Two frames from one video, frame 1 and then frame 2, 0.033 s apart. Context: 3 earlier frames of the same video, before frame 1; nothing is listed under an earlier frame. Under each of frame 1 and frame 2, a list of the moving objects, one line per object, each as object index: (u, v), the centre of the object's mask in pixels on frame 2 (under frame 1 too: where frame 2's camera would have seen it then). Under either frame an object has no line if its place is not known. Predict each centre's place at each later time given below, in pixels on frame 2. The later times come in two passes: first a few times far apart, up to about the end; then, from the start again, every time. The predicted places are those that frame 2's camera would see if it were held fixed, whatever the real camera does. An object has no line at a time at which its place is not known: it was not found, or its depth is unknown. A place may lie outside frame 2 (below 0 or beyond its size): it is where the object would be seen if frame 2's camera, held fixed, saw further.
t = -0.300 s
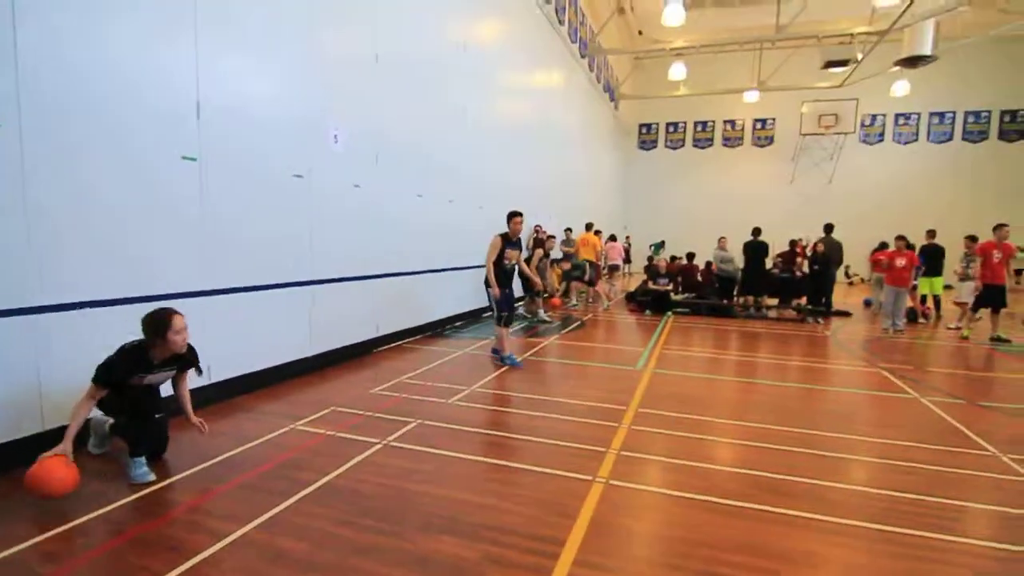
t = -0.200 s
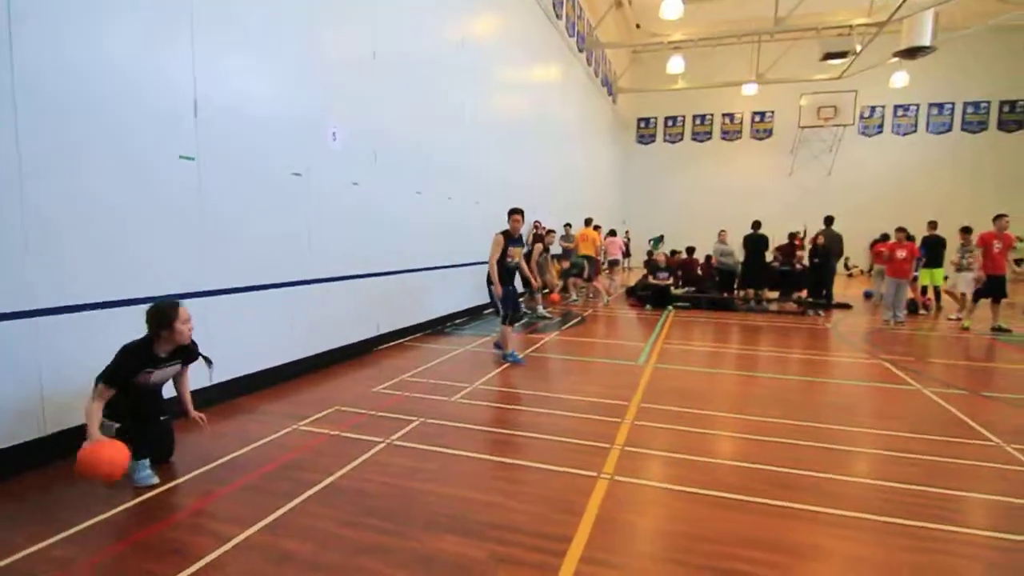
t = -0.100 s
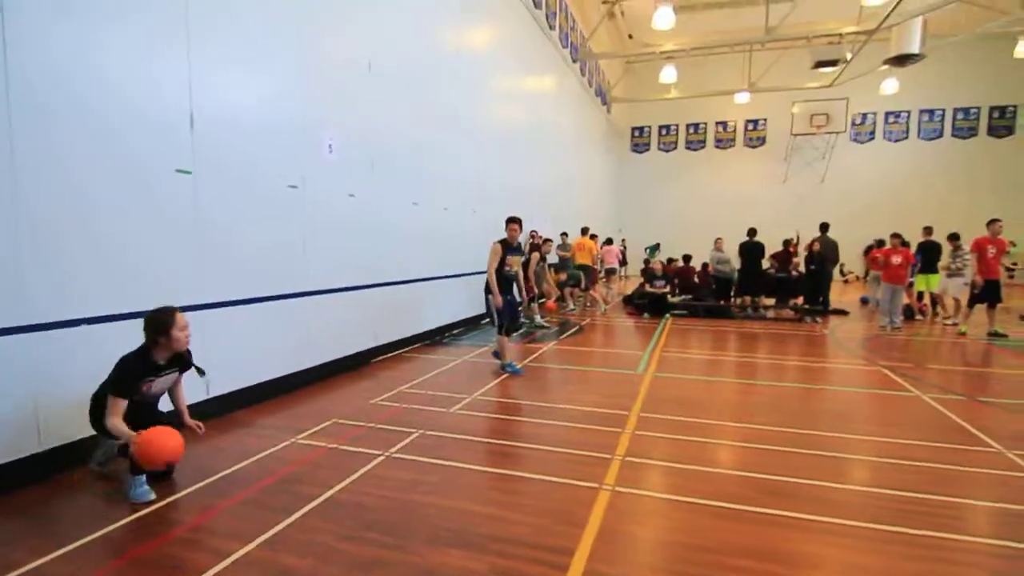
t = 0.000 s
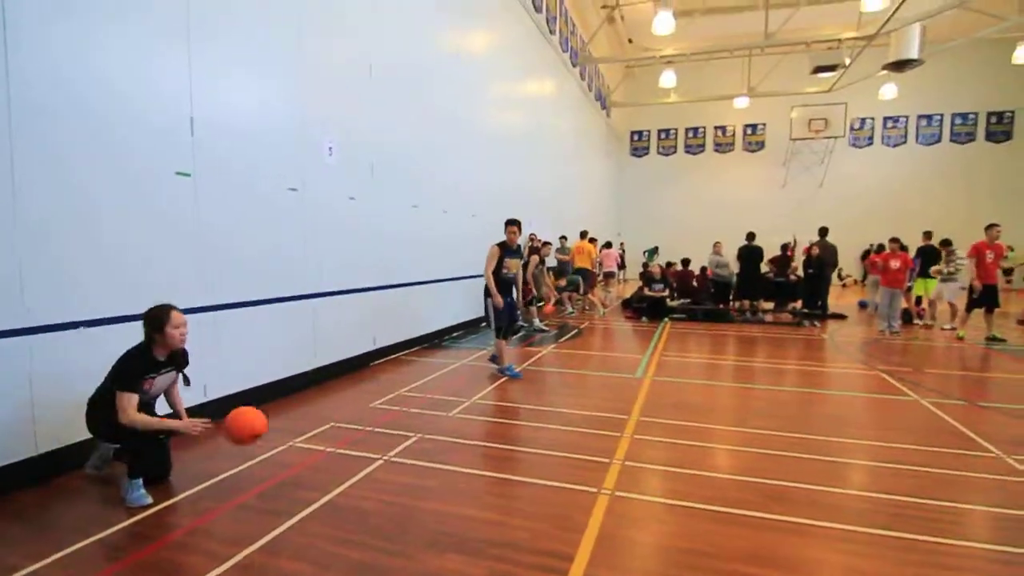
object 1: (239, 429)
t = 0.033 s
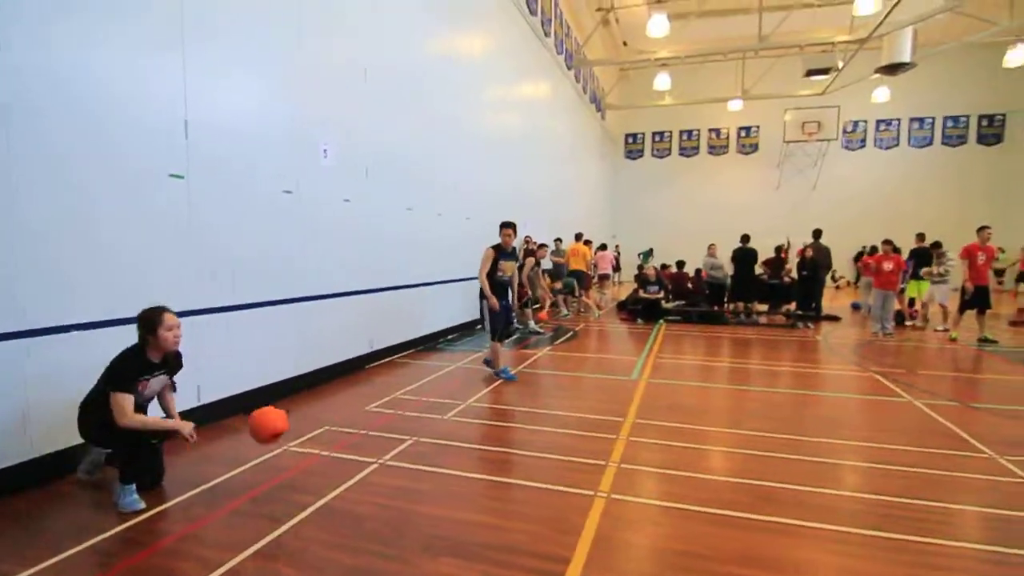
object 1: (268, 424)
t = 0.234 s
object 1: (379, 414)
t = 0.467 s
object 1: (427, 378)
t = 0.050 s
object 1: (282, 424)
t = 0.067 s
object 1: (293, 423)
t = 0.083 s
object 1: (307, 423)
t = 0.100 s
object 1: (318, 422)
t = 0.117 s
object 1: (329, 423)
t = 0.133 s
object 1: (339, 423)
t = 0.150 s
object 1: (349, 424)
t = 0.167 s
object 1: (358, 426)
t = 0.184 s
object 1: (367, 428)
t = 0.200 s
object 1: (371, 424)
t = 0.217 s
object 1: (376, 418)
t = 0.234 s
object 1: (379, 414)
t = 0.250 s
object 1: (383, 408)
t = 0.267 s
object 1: (388, 404)
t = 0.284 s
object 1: (391, 399)
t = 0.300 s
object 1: (395, 395)
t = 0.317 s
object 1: (397, 391)
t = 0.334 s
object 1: (401, 389)
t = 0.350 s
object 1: (405, 386)
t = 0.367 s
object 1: (408, 384)
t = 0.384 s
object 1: (412, 382)
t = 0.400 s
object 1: (415, 380)
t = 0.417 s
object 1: (418, 379)
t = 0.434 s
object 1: (421, 378)
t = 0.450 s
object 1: (424, 378)
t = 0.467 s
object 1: (427, 378)
